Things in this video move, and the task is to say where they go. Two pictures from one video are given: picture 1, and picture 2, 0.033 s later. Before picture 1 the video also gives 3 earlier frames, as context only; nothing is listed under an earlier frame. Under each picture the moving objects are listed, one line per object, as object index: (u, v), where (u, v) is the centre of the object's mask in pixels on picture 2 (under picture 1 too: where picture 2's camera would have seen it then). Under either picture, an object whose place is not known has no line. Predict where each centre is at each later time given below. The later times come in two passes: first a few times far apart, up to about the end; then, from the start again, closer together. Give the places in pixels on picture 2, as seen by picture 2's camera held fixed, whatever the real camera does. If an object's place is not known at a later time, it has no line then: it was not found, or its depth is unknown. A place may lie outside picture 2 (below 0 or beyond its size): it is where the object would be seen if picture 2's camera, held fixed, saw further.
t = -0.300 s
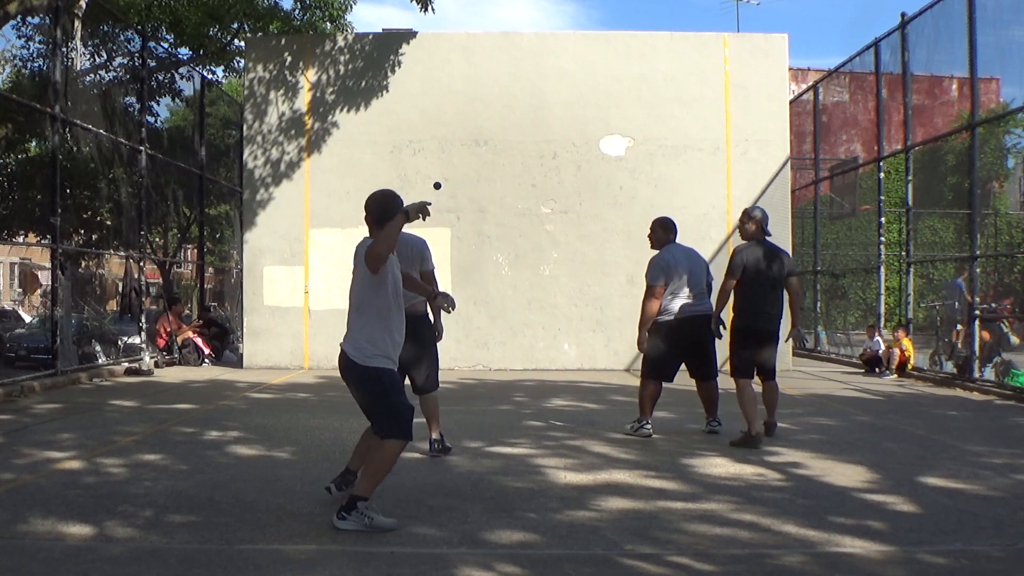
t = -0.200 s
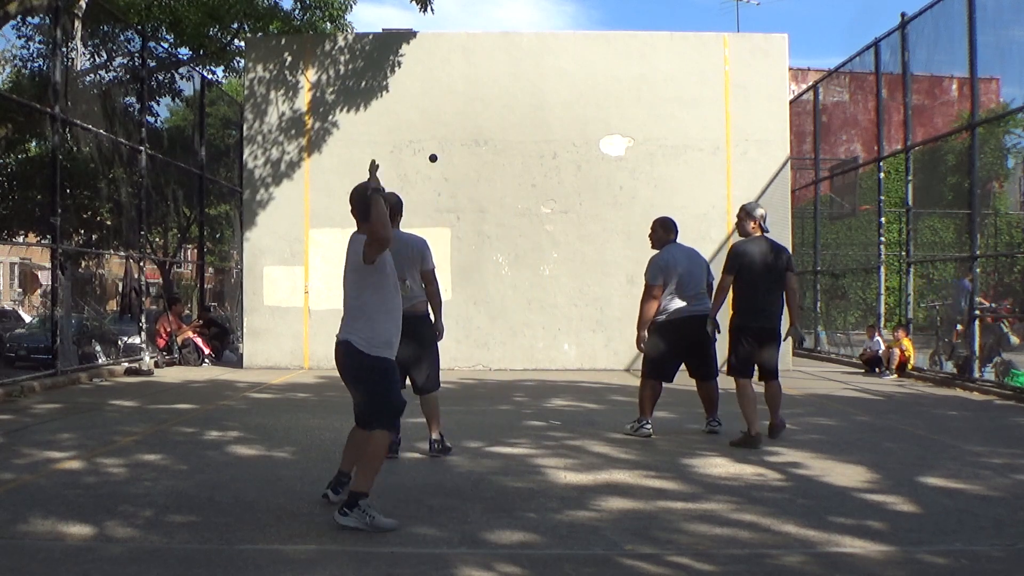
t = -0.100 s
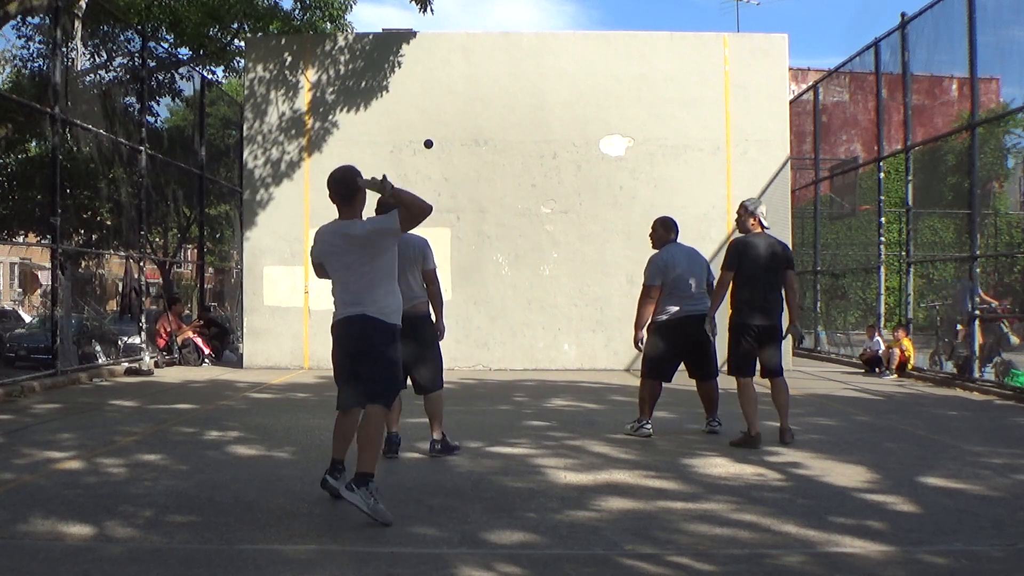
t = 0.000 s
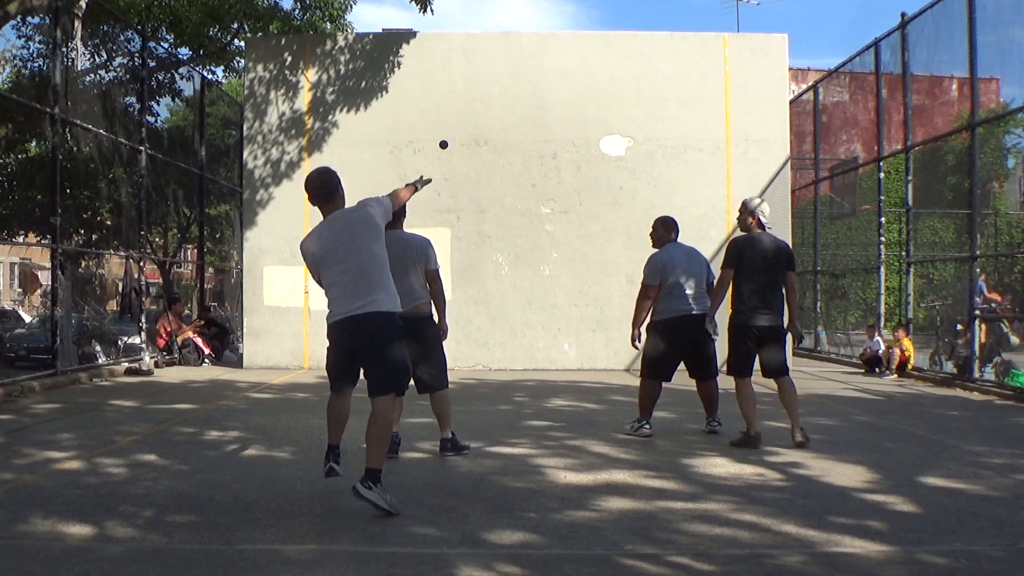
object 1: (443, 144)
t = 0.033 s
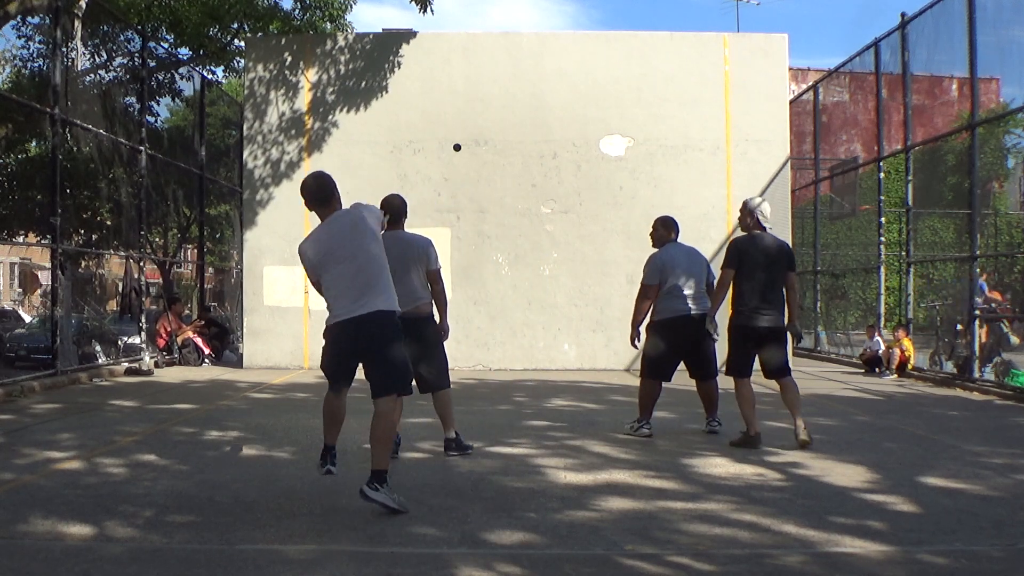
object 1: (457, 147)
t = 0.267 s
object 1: (510, 184)
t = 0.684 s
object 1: (557, 265)
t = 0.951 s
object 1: (604, 380)
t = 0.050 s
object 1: (463, 149)
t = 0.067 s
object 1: (468, 151)
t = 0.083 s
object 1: (473, 153)
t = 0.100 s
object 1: (477, 155)
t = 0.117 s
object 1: (482, 158)
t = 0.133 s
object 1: (486, 160)
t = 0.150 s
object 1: (490, 163)
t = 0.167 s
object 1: (493, 166)
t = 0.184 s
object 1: (496, 169)
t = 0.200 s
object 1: (499, 171)
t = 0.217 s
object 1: (502, 175)
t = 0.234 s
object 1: (505, 178)
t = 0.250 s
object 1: (508, 181)
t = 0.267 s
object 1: (510, 184)
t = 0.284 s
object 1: (513, 188)
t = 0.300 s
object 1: (515, 191)
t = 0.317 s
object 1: (517, 195)
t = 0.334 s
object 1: (519, 198)
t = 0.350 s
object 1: (521, 202)
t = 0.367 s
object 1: (523, 206)
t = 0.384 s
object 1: (525, 209)
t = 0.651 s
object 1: (553, 258)
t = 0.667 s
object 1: (555, 261)
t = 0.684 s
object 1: (557, 265)
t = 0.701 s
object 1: (560, 269)
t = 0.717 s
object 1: (562, 273)
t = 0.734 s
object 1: (565, 278)
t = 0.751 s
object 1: (567, 283)
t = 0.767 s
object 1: (570, 289)
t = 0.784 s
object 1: (573, 295)
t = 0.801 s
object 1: (575, 301)
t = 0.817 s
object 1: (578, 307)
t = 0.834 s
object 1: (581, 315)
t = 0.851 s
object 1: (584, 323)
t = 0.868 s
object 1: (587, 331)
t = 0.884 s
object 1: (591, 339)
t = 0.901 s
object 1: (594, 349)
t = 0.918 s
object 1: (597, 358)
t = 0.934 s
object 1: (601, 369)
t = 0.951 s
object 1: (604, 380)
